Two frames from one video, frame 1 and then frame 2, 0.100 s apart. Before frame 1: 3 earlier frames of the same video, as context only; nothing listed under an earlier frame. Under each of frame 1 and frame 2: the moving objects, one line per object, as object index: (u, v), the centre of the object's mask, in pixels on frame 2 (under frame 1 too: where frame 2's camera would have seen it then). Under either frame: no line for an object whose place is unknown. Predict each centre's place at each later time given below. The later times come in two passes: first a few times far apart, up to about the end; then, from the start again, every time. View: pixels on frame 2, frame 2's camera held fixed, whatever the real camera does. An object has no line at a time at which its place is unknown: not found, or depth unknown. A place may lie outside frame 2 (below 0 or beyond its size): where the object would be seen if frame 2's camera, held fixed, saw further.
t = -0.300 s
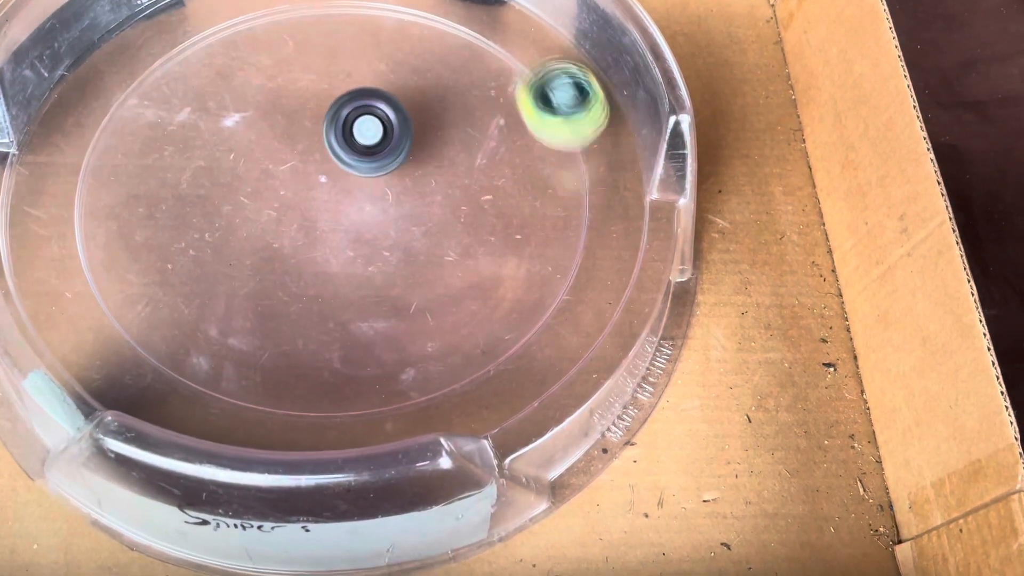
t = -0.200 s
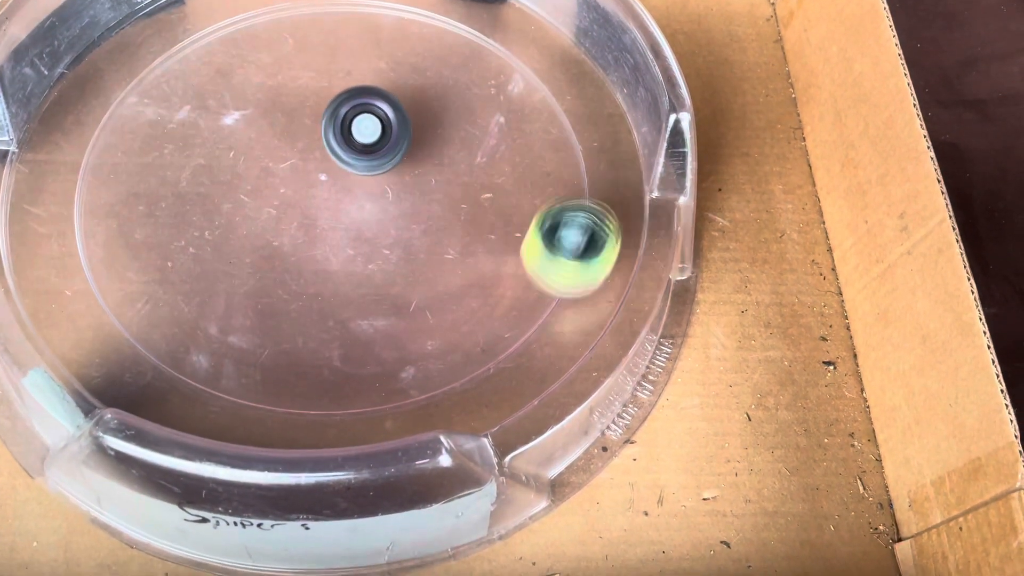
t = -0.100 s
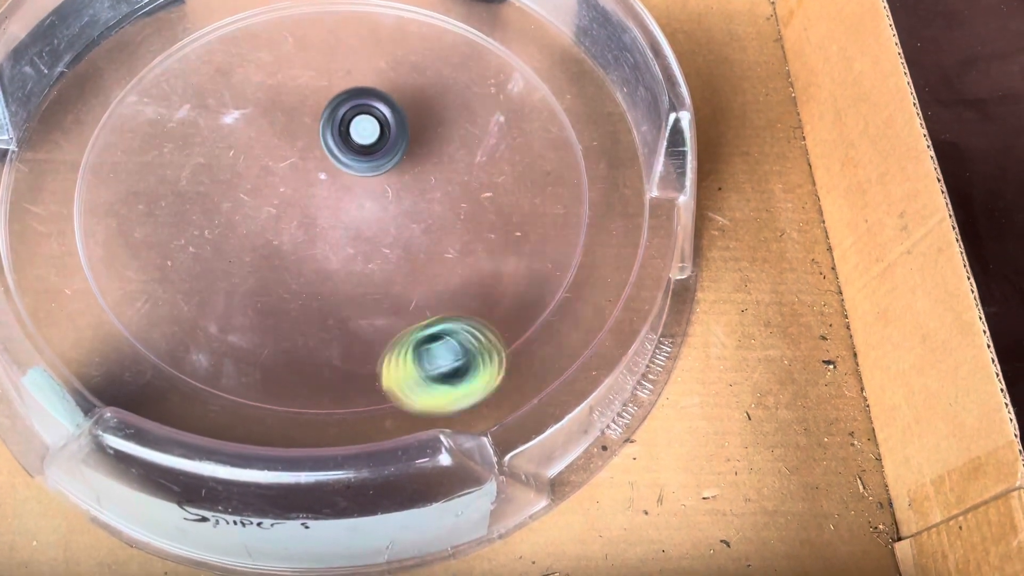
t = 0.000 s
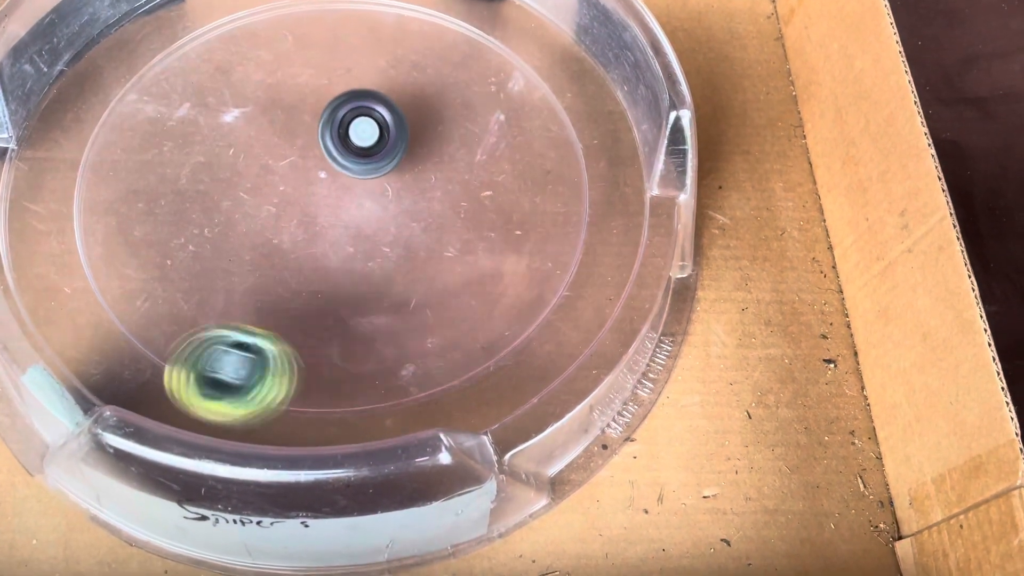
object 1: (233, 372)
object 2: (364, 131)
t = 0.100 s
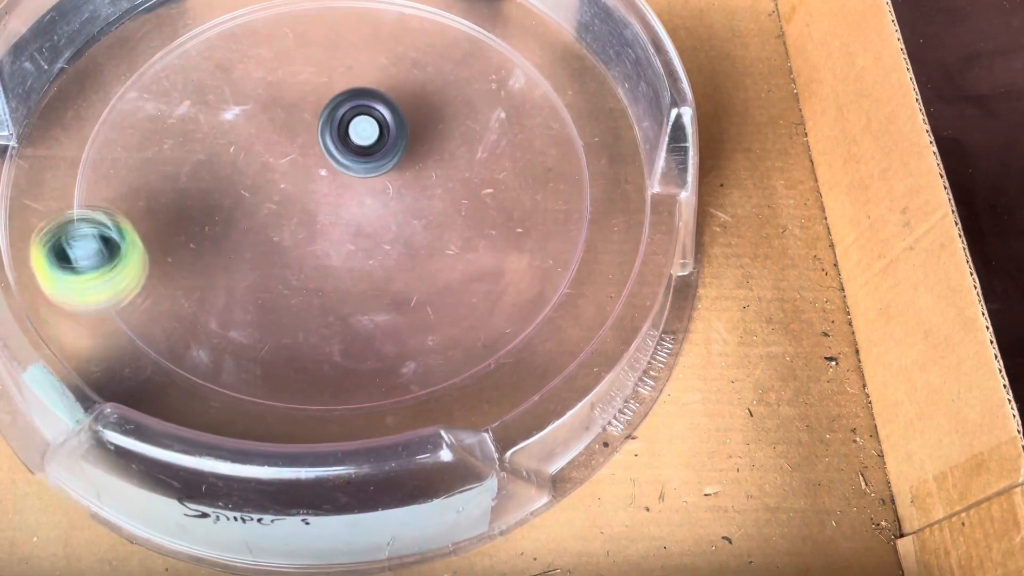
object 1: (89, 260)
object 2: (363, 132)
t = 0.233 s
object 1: (125, 65)
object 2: (367, 127)
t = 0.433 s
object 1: (437, 12)
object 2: (366, 120)
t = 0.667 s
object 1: (553, 278)
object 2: (366, 125)
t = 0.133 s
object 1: (74, 207)
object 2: (364, 132)
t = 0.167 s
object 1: (76, 155)
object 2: (365, 131)
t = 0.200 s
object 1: (94, 107)
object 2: (366, 128)
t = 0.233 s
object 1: (125, 65)
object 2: (367, 127)
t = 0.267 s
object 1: (164, 34)
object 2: (367, 125)
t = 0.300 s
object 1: (210, 19)
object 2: (367, 123)
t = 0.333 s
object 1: (266, 10)
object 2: (367, 122)
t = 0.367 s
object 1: (325, 6)
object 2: (367, 120)
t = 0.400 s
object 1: (382, 7)
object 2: (367, 120)
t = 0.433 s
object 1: (437, 12)
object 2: (366, 120)
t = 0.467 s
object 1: (483, 22)
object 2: (366, 121)
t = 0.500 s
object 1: (522, 44)
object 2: (365, 122)
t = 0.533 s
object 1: (555, 83)
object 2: (365, 123)
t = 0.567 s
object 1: (577, 127)
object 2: (366, 124)
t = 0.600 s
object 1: (585, 178)
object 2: (366, 125)
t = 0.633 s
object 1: (577, 229)
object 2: (366, 125)
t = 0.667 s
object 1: (553, 278)
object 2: (366, 125)
